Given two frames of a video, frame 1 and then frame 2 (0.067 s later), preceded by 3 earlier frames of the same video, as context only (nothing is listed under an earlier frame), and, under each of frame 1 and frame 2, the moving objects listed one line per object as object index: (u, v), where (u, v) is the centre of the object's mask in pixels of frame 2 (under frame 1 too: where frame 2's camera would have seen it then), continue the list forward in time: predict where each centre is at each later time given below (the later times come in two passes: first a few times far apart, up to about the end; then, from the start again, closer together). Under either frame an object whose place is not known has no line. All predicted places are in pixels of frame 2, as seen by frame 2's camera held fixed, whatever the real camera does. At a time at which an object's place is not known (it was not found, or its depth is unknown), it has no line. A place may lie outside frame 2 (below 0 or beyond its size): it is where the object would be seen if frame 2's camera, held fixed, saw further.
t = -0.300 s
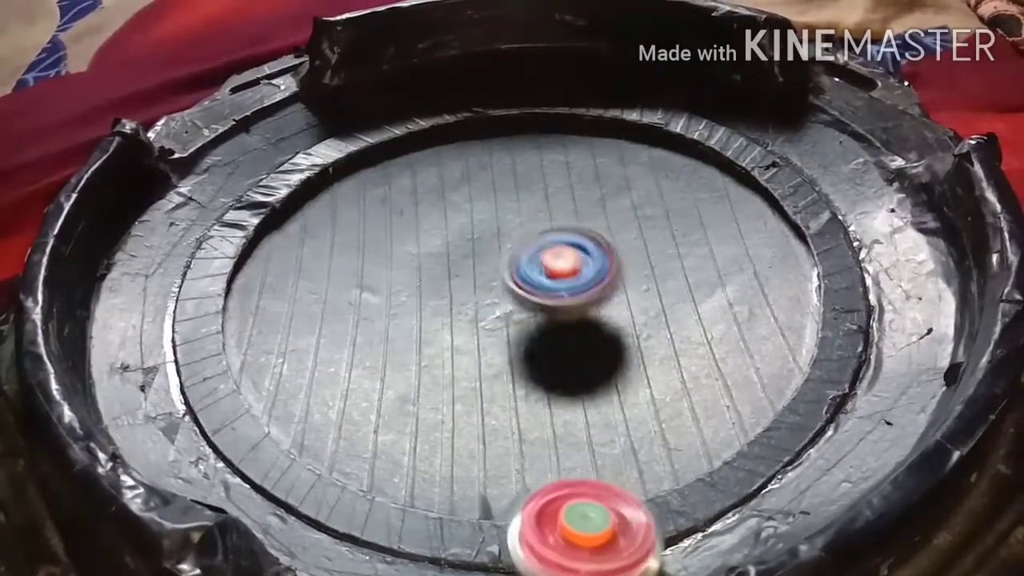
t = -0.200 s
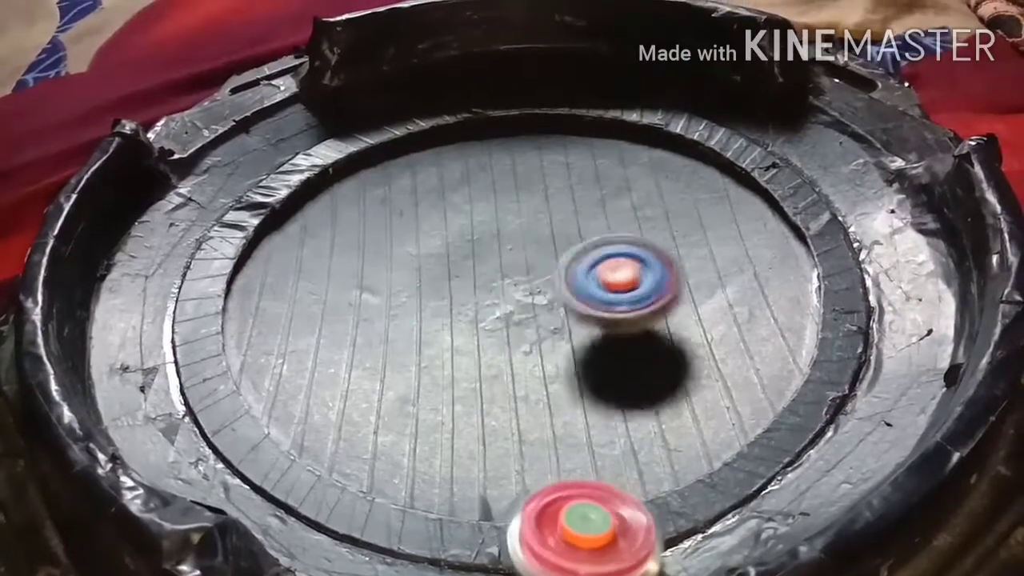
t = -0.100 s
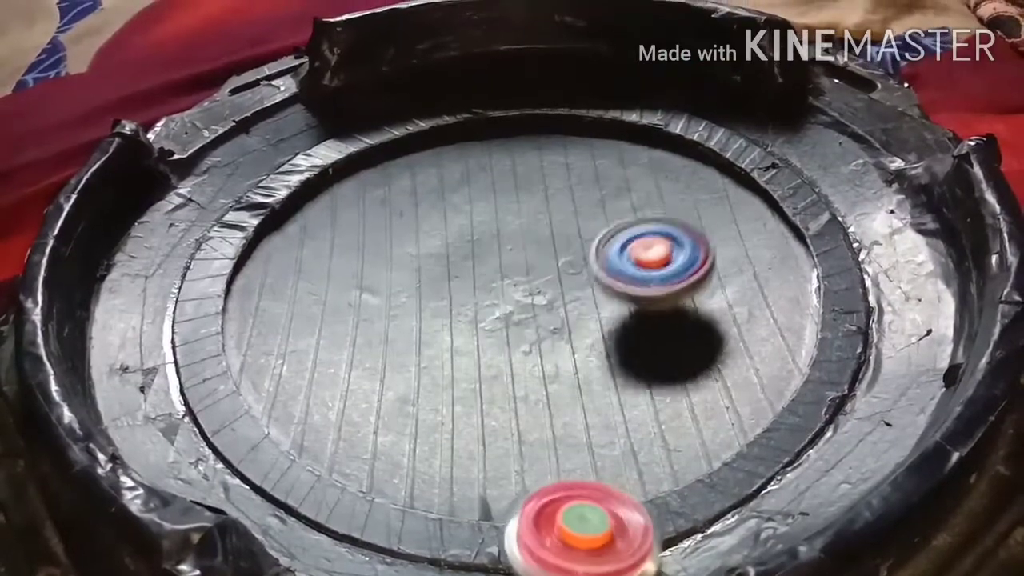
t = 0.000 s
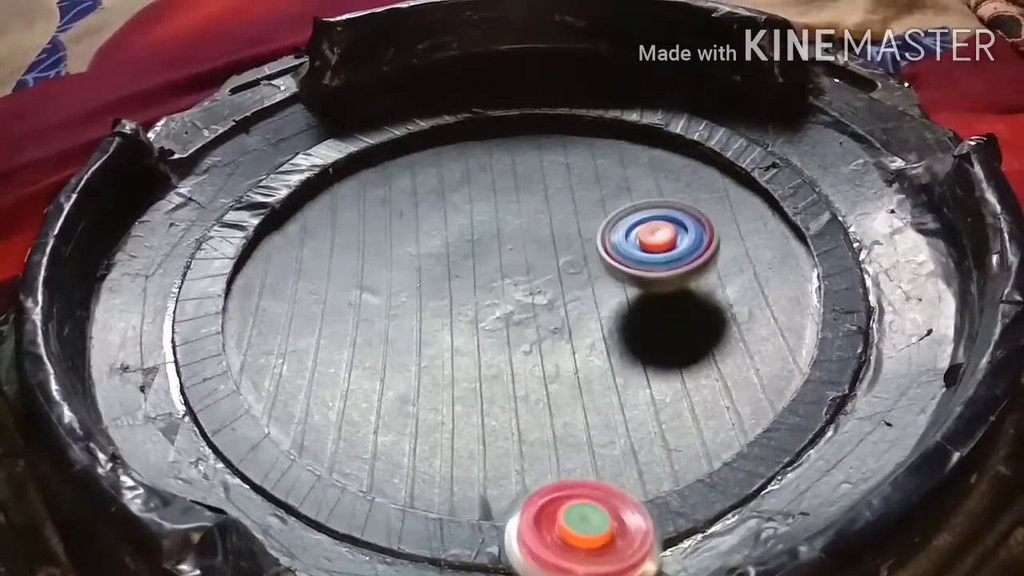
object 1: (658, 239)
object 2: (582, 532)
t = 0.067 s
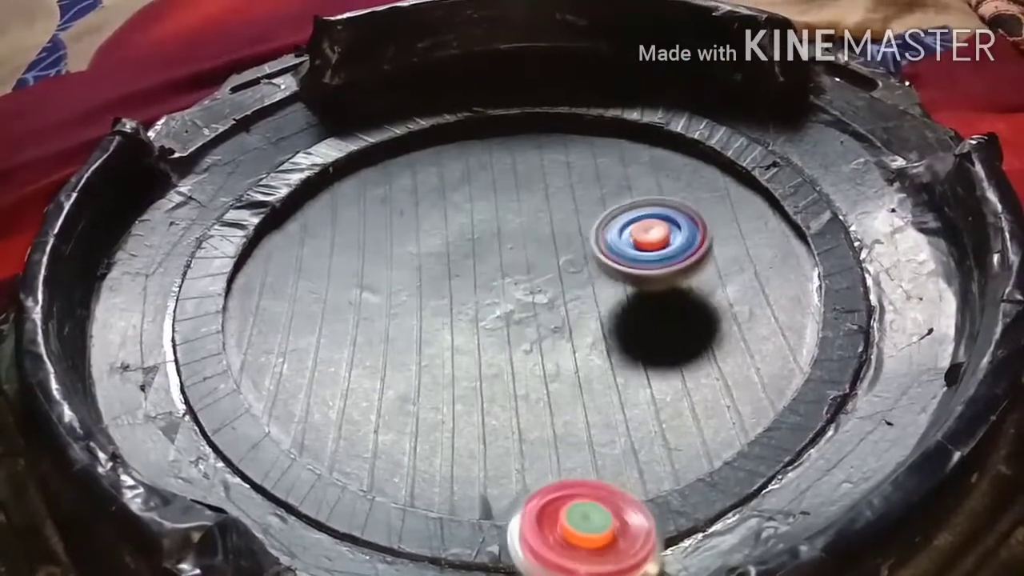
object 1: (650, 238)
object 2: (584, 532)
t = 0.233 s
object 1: (601, 241)
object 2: (584, 534)
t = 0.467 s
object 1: (557, 292)
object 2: (584, 534)
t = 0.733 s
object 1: (588, 342)
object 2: (586, 533)
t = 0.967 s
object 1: (594, 334)
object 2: (582, 533)
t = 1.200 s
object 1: (549, 331)
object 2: (577, 534)
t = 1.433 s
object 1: (516, 344)
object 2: (580, 535)
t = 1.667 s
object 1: (519, 324)
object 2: (584, 541)
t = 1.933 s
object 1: (515, 307)
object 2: (574, 542)
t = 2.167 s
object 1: (481, 270)
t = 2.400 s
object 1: (452, 263)
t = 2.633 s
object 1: (478, 268)
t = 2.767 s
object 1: (497, 262)
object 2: (444, 470)
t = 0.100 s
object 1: (641, 238)
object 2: (583, 532)
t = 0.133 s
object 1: (632, 238)
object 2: (582, 533)
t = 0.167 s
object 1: (623, 238)
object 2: (583, 533)
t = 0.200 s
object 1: (612, 239)
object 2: (586, 533)
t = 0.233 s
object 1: (601, 241)
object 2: (584, 534)
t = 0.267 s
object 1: (589, 243)
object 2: (582, 534)
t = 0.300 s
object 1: (580, 247)
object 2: (583, 533)
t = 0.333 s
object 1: (573, 252)
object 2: (585, 533)
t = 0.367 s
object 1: (566, 260)
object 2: (585, 534)
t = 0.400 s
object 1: (563, 270)
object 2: (584, 533)
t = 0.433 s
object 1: (563, 281)
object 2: (582, 534)
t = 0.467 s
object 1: (557, 292)
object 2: (584, 534)
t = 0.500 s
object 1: (554, 303)
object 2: (586, 534)
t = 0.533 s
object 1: (557, 313)
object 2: (586, 534)
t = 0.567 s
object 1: (566, 320)
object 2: (586, 533)
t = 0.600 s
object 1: (572, 323)
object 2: (584, 534)
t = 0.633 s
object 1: (576, 329)
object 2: (584, 534)
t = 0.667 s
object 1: (581, 333)
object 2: (586, 534)
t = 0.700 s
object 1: (584, 337)
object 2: (586, 533)
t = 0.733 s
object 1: (588, 342)
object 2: (586, 533)
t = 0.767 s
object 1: (592, 345)
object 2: (586, 533)
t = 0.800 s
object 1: (596, 346)
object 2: (586, 532)
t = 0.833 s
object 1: (599, 345)
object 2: (588, 531)
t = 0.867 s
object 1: (602, 343)
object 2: (589, 532)
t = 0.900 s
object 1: (601, 342)
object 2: (588, 532)
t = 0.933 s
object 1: (598, 337)
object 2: (585, 532)
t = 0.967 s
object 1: (594, 334)
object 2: (582, 533)
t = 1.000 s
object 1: (588, 331)
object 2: (580, 533)
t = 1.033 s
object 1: (581, 328)
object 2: (579, 533)
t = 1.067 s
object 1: (575, 329)
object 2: (582, 532)
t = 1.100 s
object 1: (570, 329)
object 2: (582, 533)
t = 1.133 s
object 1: (563, 328)
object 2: (579, 533)
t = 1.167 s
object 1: (556, 330)
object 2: (576, 534)
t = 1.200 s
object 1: (549, 331)
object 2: (577, 534)
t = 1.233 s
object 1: (541, 333)
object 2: (581, 533)
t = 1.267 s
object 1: (534, 335)
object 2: (582, 533)
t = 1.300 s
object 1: (527, 335)
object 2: (578, 532)
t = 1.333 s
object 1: (519, 336)
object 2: (575, 533)
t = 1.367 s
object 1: (515, 337)
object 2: (576, 534)
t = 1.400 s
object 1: (513, 339)
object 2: (581, 535)
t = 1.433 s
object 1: (516, 344)
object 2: (580, 535)
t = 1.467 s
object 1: (520, 347)
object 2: (576, 537)
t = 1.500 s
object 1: (523, 345)
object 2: (577, 537)
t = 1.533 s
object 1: (527, 343)
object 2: (581, 537)
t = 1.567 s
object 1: (528, 341)
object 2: (584, 539)
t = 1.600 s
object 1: (527, 336)
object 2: (584, 542)
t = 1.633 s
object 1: (523, 329)
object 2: (582, 543)
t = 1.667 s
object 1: (519, 324)
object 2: (584, 541)
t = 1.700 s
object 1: (514, 317)
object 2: (581, 543)
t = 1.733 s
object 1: (511, 313)
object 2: (579, 542)
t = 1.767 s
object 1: (512, 313)
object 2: (578, 542)
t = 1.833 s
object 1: (514, 314)
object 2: (578, 541)
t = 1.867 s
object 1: (516, 314)
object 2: (579, 541)
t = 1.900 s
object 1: (515, 311)
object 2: (576, 542)
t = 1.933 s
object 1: (515, 307)
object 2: (574, 542)
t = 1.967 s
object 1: (512, 301)
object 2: (574, 541)
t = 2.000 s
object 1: (508, 295)
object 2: (575, 543)
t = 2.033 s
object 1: (505, 294)
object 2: (576, 543)
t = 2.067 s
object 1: (499, 287)
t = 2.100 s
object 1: (491, 279)
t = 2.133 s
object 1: (486, 274)
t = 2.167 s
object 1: (481, 270)
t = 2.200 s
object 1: (474, 266)
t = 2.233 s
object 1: (470, 265)
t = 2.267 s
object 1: (464, 263)
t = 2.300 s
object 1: (459, 260)
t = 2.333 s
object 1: (454, 259)
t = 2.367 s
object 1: (451, 260)
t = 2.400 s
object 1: (452, 263)
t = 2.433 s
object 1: (453, 268)
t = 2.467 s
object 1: (456, 271)
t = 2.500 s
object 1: (460, 274)
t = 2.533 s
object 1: (466, 274)
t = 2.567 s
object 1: (470, 270)
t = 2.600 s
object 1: (474, 267)
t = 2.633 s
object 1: (478, 268)
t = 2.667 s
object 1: (482, 268)
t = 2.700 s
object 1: (487, 267)
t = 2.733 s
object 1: (493, 265)
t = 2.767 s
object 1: (497, 262)
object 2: (444, 470)
